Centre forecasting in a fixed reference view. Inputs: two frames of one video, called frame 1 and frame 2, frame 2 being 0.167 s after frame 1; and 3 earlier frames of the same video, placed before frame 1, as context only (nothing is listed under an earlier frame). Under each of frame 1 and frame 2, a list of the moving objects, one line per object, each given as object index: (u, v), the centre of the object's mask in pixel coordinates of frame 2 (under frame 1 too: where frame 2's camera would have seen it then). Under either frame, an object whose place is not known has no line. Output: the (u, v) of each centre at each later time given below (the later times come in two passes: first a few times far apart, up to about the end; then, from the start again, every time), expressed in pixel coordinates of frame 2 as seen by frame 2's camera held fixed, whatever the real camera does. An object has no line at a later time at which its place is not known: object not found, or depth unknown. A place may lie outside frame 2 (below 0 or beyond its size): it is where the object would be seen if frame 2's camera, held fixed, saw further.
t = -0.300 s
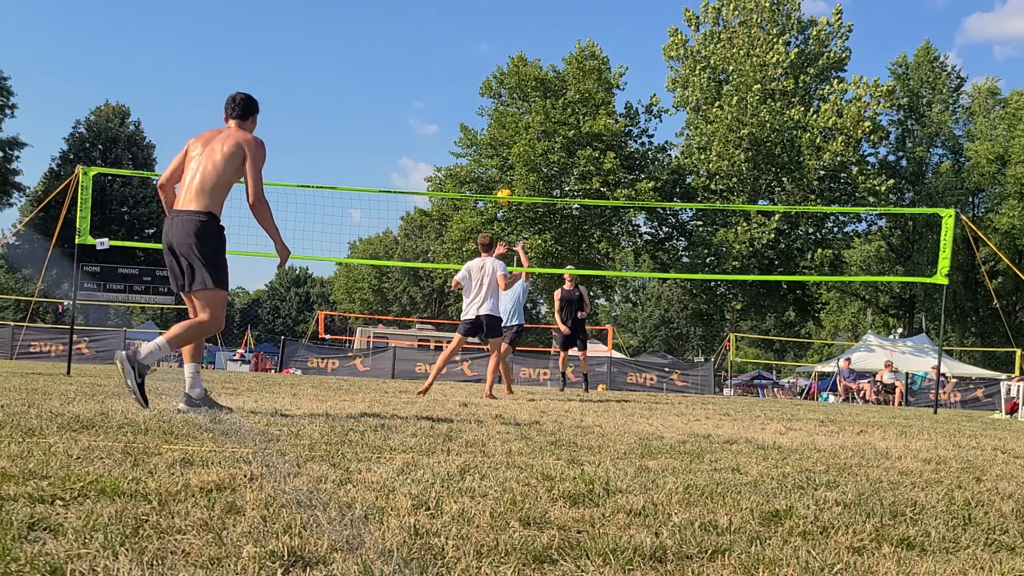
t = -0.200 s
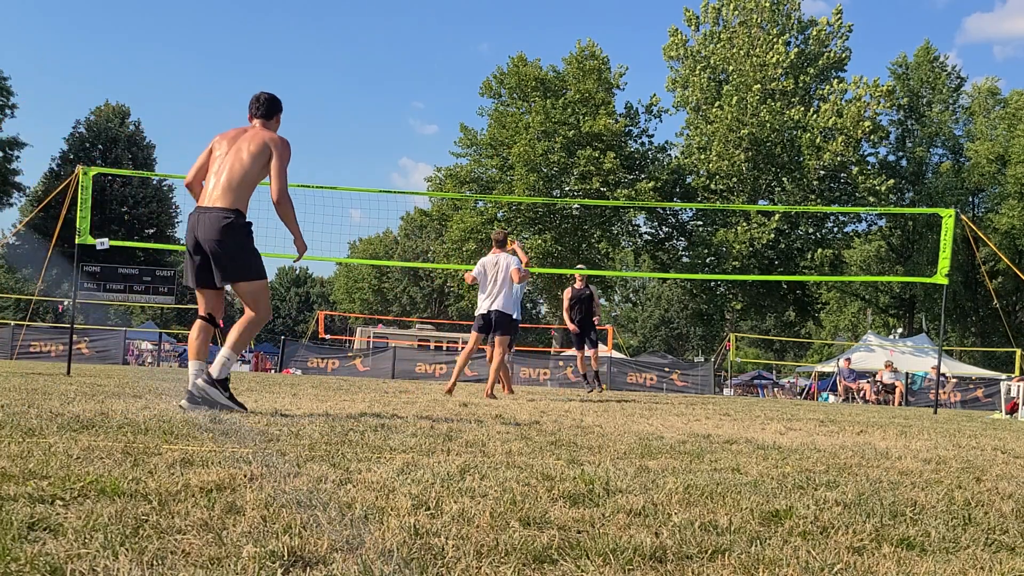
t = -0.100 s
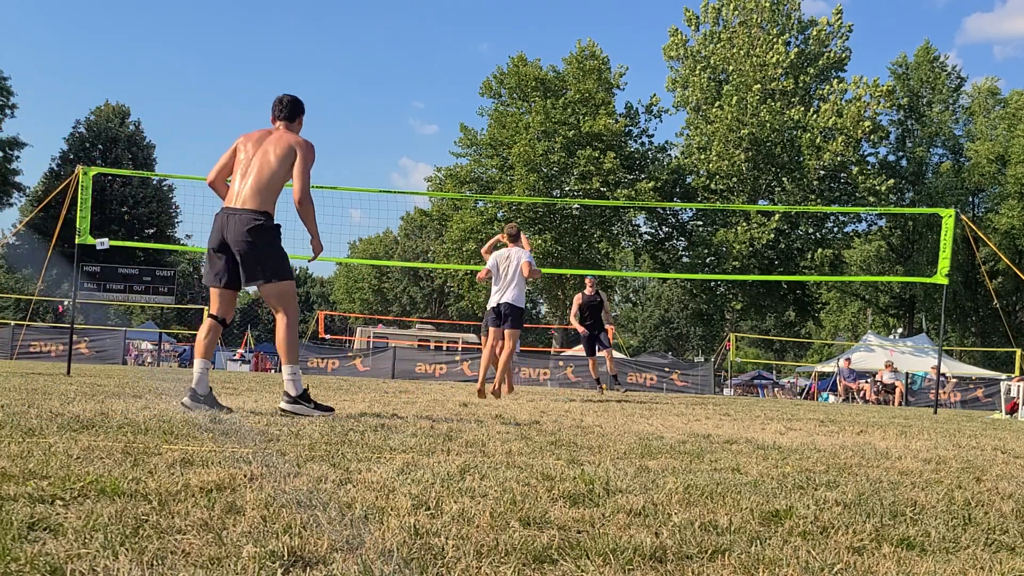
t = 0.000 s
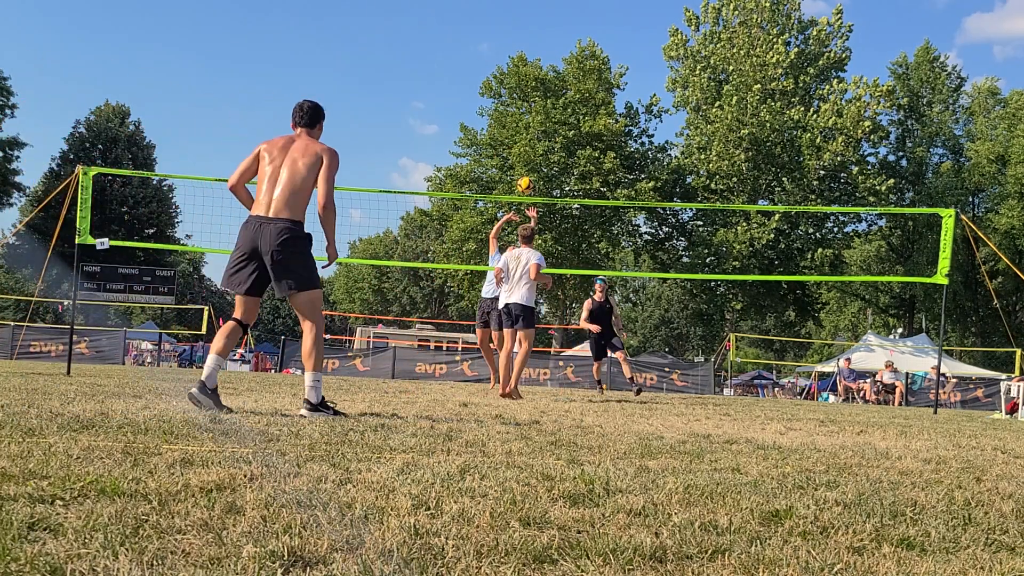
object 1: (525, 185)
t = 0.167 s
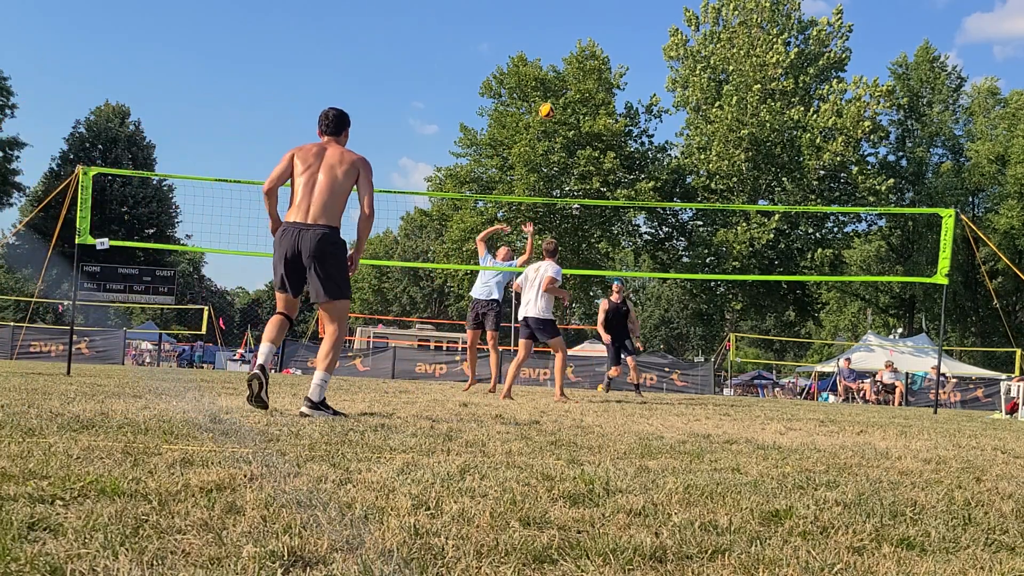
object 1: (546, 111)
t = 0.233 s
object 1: (555, 88)
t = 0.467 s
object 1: (584, 34)
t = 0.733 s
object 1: (614, 24)
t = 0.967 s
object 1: (639, 59)
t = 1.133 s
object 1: (654, 108)
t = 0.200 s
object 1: (551, 99)
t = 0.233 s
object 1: (555, 88)
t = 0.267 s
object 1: (558, 78)
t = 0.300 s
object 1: (563, 68)
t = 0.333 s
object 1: (567, 60)
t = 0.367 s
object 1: (571, 52)
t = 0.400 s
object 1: (576, 45)
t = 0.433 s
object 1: (580, 39)
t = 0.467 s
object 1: (584, 34)
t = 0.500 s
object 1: (588, 30)
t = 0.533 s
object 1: (591, 27)
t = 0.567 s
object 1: (595, 25)
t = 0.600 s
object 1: (599, 23)
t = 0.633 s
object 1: (603, 22)
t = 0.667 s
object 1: (607, 22)
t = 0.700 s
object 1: (610, 23)
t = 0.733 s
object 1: (614, 24)
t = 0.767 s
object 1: (618, 27)
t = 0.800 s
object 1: (621, 30)
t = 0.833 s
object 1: (625, 34)
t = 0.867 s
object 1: (628, 39)
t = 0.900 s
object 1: (632, 45)
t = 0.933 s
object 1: (635, 52)
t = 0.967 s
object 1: (639, 59)
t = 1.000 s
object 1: (642, 67)
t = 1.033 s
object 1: (645, 76)
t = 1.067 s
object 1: (649, 86)
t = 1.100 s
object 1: (652, 97)
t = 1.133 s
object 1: (654, 108)
